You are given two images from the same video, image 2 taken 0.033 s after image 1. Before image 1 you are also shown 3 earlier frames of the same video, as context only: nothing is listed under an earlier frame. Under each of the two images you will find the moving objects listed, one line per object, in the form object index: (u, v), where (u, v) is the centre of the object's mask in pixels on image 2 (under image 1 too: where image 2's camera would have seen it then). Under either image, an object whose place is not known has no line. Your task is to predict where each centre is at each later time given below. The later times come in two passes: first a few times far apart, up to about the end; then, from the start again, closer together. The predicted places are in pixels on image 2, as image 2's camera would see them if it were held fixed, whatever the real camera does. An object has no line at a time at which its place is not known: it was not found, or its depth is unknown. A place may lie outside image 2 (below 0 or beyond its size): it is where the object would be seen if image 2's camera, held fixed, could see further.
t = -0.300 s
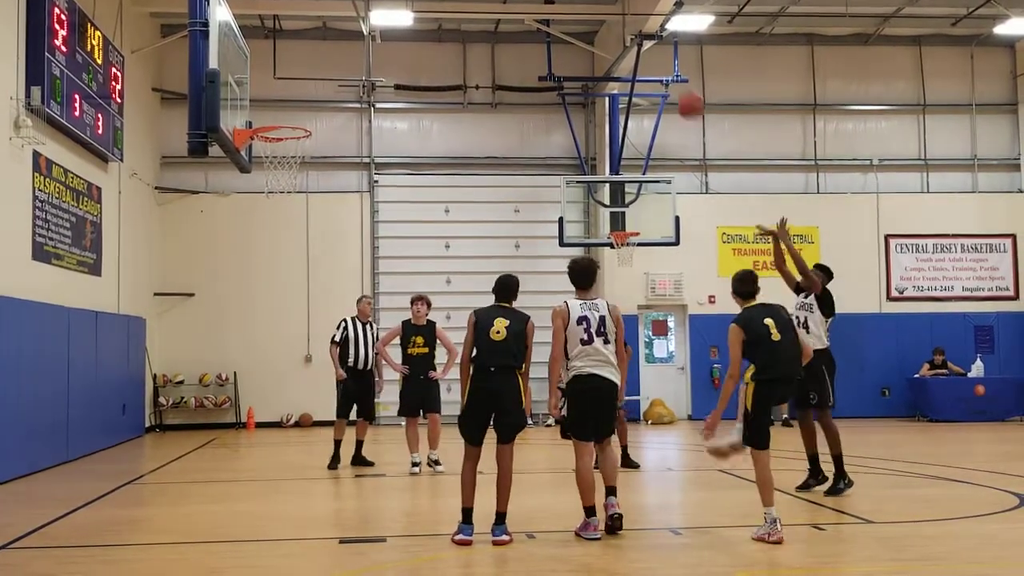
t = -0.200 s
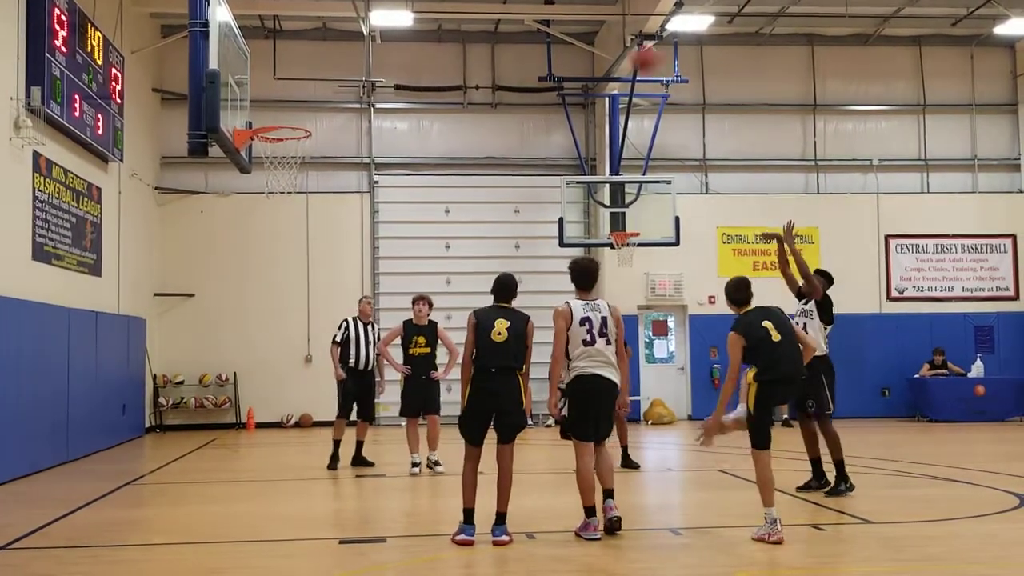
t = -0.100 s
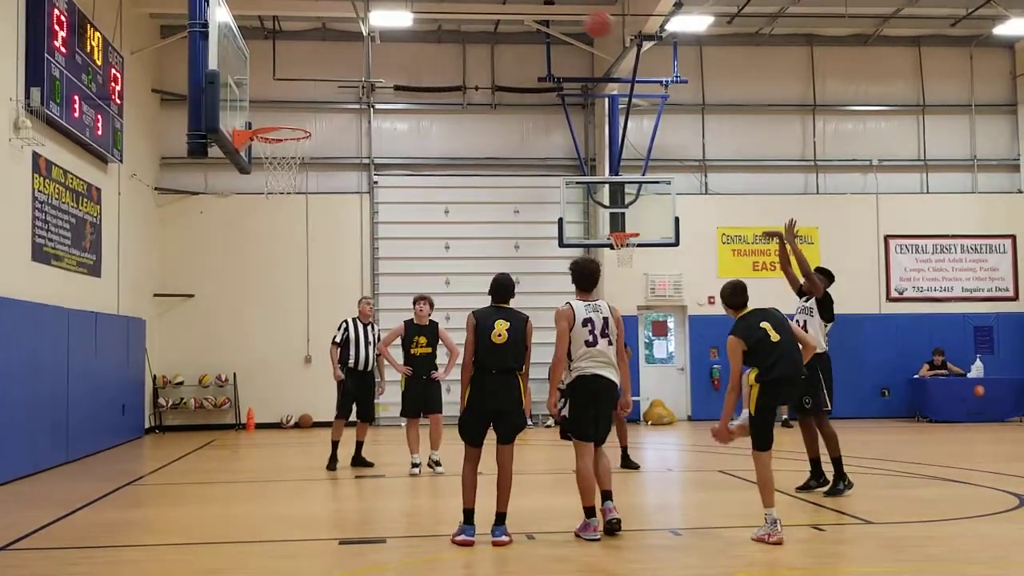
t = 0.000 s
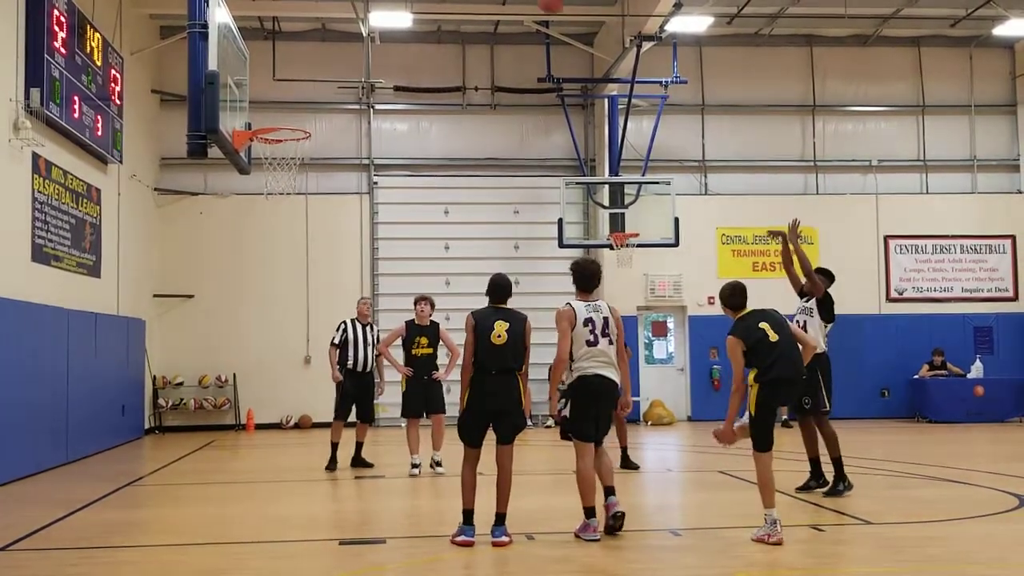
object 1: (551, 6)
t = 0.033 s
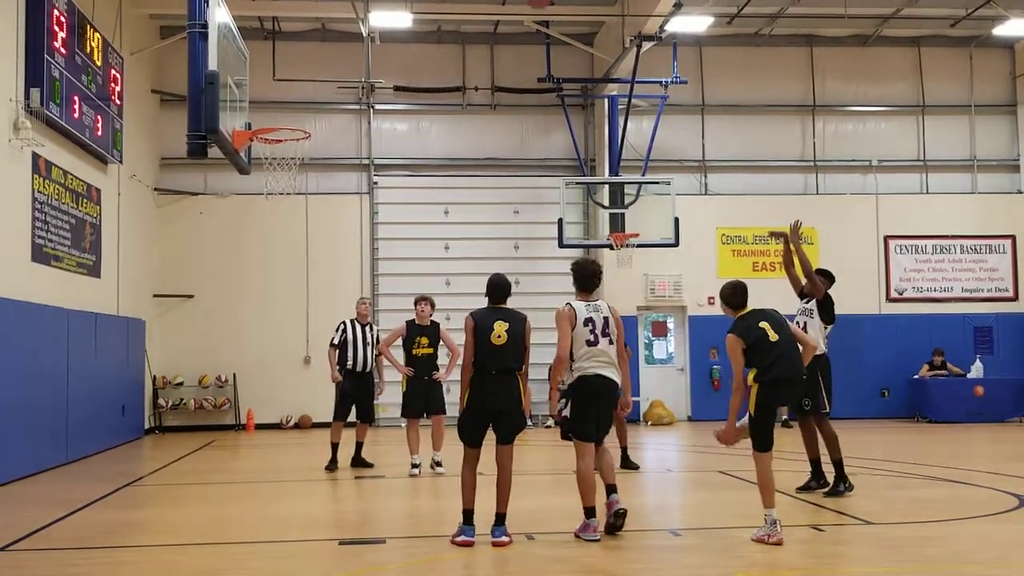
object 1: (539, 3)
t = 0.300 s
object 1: (418, 2)
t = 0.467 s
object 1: (344, 33)
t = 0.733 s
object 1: (267, 88)
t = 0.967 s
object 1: (304, 16)
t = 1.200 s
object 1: (341, 6)
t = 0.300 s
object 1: (418, 2)
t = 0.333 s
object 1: (403, 3)
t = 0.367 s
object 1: (387, 6)
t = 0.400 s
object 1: (372, 12)
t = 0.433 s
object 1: (357, 24)
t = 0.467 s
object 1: (344, 33)
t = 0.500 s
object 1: (328, 45)
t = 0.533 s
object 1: (312, 59)
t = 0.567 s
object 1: (297, 73)
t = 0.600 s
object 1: (282, 89)
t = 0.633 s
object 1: (267, 106)
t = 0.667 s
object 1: (256, 118)
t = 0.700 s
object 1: (262, 104)
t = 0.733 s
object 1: (267, 88)
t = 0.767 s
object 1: (272, 73)
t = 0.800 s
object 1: (277, 61)
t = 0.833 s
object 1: (283, 49)
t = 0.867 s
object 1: (289, 38)
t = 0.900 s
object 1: (292, 30)
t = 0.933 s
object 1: (298, 22)
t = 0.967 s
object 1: (304, 16)
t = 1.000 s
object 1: (309, 10)
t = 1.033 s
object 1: (314, 8)
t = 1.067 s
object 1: (319, 6)
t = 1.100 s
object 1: (324, 5)
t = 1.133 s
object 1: (330, 5)
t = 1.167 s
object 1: (335, 5)
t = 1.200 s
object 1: (341, 6)
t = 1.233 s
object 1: (346, 9)
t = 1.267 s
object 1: (350, 13)
